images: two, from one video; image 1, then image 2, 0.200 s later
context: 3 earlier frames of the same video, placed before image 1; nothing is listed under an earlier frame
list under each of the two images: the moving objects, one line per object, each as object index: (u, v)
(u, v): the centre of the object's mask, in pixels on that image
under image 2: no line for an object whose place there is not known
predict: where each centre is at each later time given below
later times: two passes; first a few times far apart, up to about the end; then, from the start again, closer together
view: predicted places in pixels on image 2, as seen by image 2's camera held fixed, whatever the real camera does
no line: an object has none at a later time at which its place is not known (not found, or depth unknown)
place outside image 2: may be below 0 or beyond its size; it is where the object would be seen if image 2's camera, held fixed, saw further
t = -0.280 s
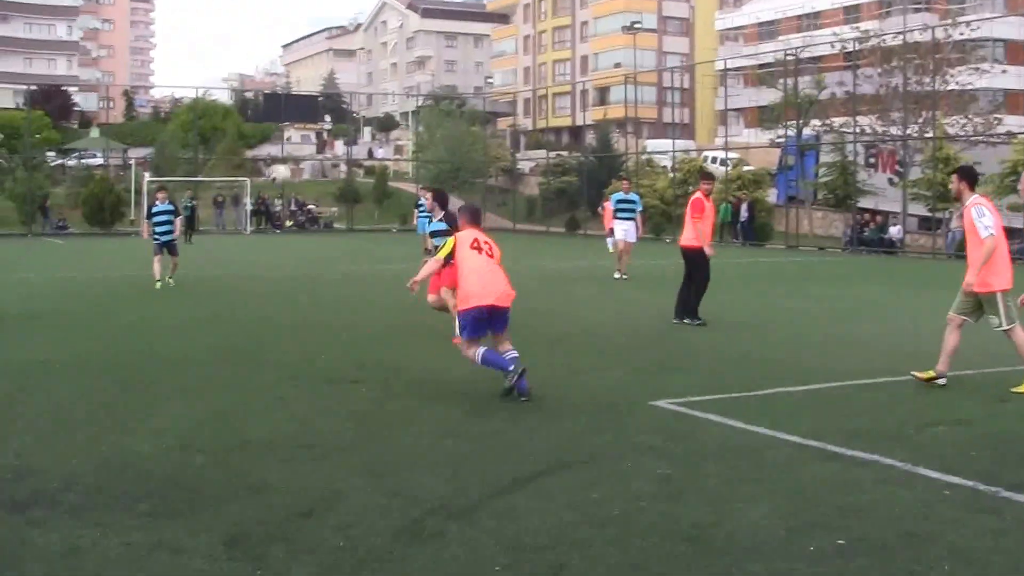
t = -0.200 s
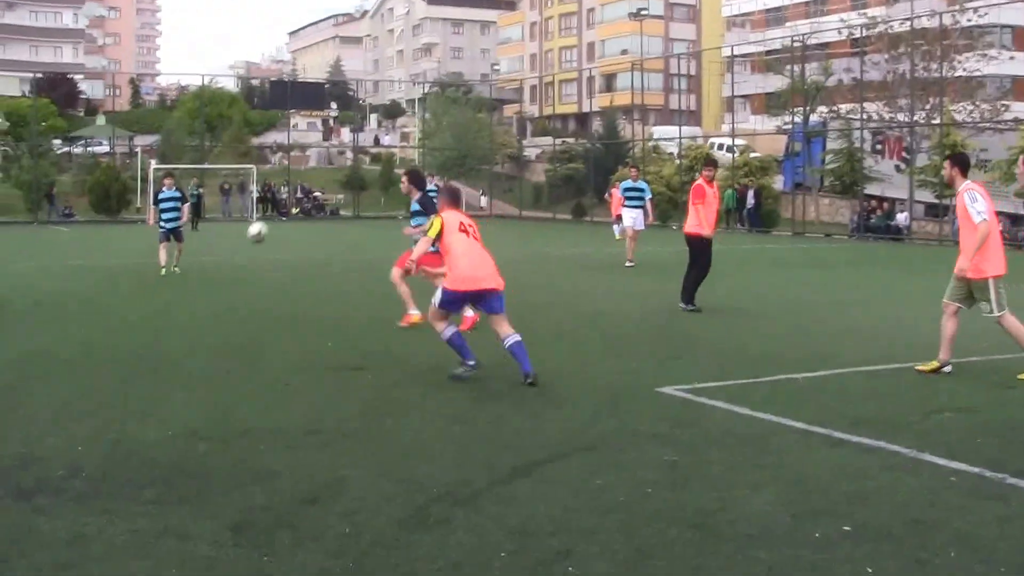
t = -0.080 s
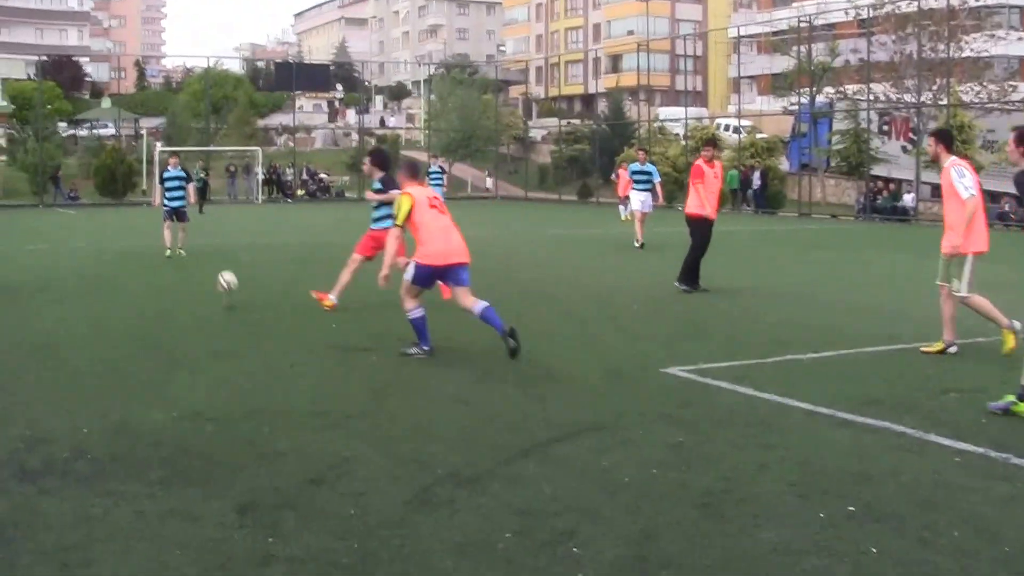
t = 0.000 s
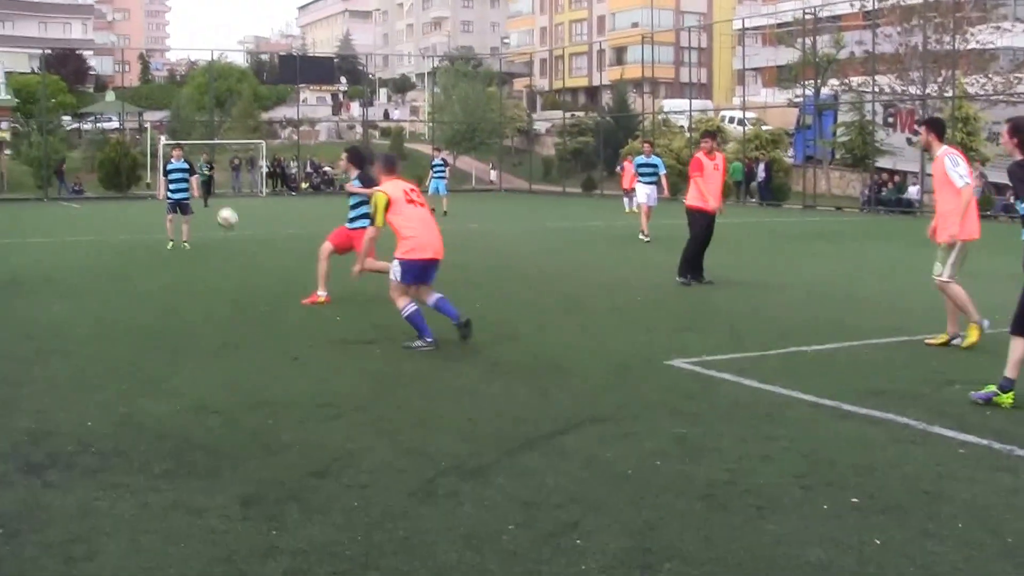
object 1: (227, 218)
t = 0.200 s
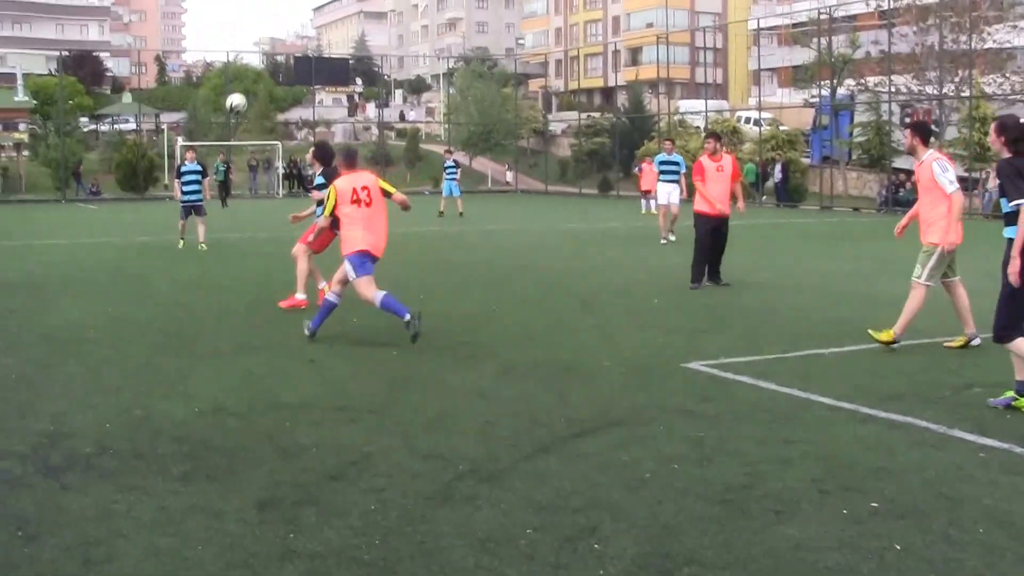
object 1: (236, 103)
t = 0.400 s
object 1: (233, 26)
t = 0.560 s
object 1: (233, -10)
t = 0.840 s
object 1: (232, -20)
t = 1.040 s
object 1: (234, 21)
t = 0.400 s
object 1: (233, 26)
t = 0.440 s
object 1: (233, 15)
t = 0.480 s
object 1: (233, 6)
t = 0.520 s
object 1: (233, -2)
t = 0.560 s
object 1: (233, -10)
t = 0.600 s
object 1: (233, -16)
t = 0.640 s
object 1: (232, -21)
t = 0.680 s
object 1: (232, -24)
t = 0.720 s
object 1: (231, -26)
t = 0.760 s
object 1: (231, -26)
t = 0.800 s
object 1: (232, -24)
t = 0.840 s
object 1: (232, -20)
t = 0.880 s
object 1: (232, -15)
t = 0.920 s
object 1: (232, -8)
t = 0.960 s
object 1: (233, 0)
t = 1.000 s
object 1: (233, 10)
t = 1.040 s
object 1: (234, 21)
